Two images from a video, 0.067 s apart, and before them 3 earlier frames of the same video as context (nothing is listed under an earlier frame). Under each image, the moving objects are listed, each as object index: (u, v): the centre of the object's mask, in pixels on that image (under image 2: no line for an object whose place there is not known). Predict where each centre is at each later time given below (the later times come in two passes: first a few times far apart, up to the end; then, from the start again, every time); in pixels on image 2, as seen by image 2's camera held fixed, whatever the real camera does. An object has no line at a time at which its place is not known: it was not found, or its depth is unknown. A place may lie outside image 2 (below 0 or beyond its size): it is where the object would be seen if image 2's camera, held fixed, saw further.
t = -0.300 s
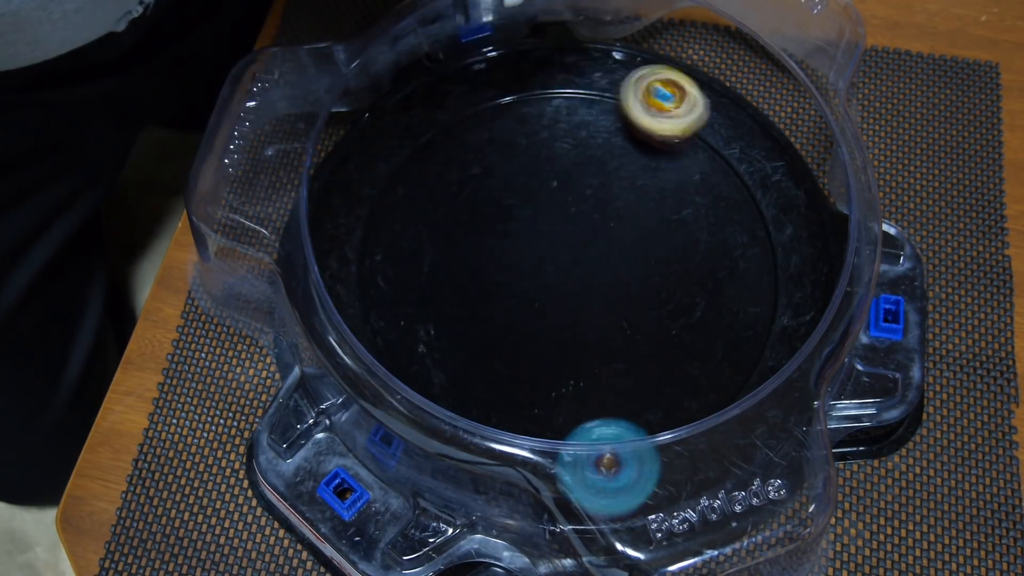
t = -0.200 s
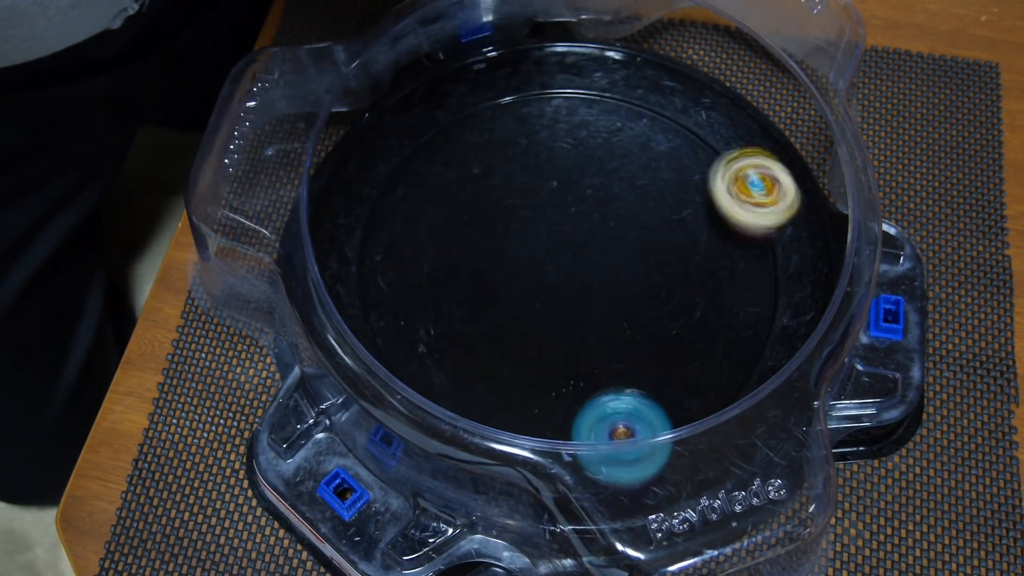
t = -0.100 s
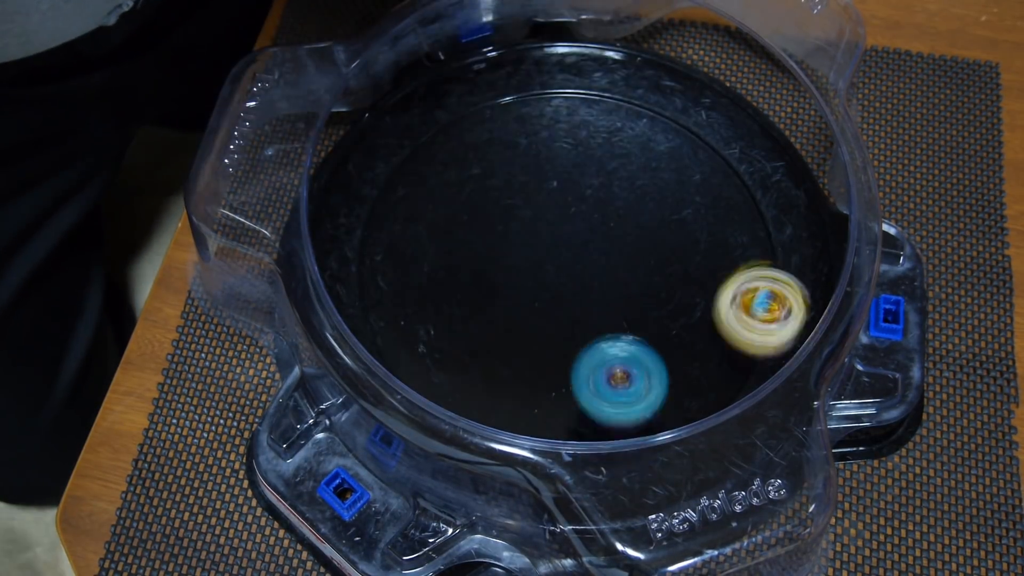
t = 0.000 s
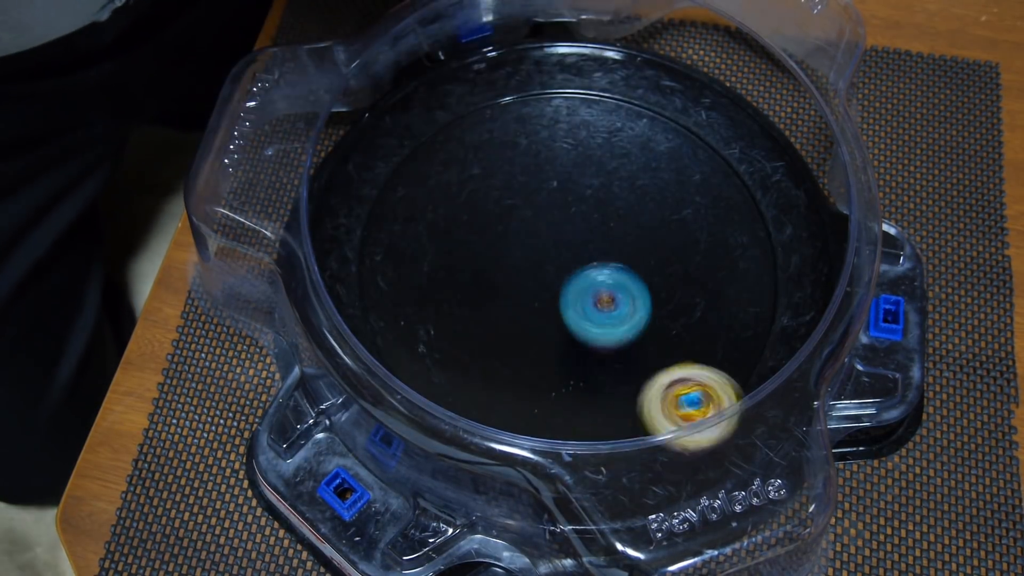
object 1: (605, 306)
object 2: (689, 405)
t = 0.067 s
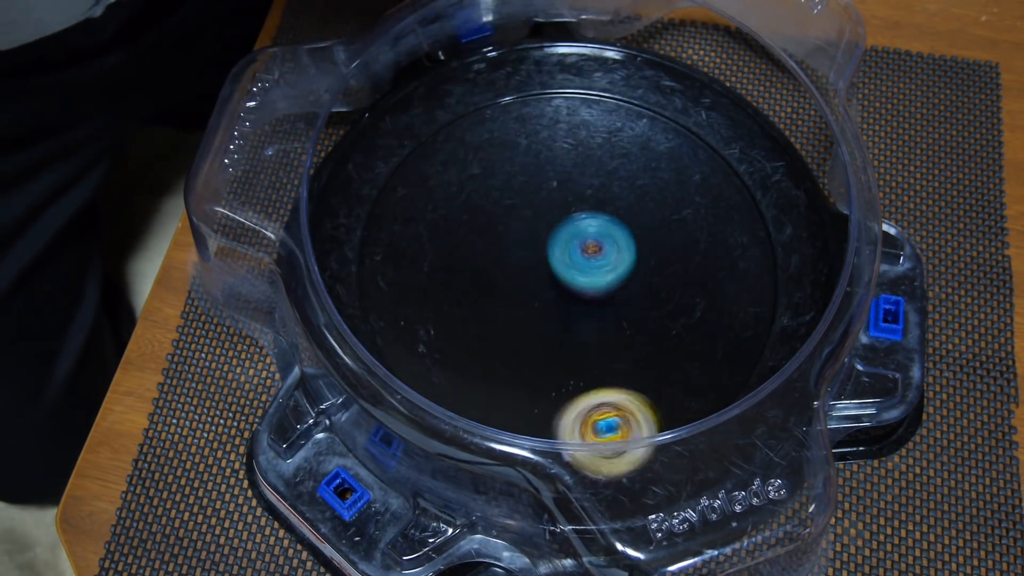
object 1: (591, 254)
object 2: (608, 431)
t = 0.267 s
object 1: (528, 153)
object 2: (439, 339)
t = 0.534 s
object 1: (503, 105)
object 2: (504, 212)
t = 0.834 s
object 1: (578, 212)
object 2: (681, 256)
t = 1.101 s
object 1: (576, 275)
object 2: (639, 401)
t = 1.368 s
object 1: (554, 187)
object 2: (476, 322)
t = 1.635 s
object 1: (605, 139)
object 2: (490, 207)
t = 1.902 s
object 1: (717, 146)
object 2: (551, 232)
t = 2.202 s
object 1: (603, 313)
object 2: (461, 269)
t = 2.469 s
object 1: (489, 334)
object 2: (559, 219)
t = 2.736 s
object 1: (565, 218)
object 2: (676, 326)
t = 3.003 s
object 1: (626, 162)
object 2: (620, 411)
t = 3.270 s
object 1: (640, 206)
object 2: (532, 290)
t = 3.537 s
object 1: (663, 272)
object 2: (580, 155)
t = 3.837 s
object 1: (617, 301)
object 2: (694, 189)
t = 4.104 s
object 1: (465, 373)
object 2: (653, 270)
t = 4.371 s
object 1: (463, 345)
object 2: (547, 214)
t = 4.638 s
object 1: (632, 233)
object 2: (599, 151)
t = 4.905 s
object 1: (654, 308)
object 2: (592, 190)
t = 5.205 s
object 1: (599, 313)
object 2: (501, 167)
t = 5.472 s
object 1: (590, 286)
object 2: (543, 217)
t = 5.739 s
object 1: (636, 328)
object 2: (487, 286)
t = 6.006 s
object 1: (591, 272)
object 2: (468, 273)
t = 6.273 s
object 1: (634, 209)
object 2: (528, 290)
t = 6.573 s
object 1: (593, 233)
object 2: (576, 339)
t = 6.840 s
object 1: (602, 195)
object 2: (549, 389)
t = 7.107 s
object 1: (584, 216)
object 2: (514, 319)
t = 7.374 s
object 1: (661, 160)
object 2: (505, 288)
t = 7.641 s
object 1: (637, 203)
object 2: (601, 280)
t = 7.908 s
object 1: (614, 246)
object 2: (604, 335)
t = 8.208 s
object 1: (601, 194)
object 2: (511, 320)
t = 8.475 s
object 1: (611, 179)
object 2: (529, 266)
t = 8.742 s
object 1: (617, 196)
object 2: (572, 285)
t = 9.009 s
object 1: (619, 227)
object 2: (574, 313)
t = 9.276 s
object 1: (653, 202)
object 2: (492, 315)
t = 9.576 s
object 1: (615, 237)
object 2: (513, 236)
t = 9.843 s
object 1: (636, 275)
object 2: (575, 213)
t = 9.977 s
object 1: (630, 302)
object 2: (585, 228)
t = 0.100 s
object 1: (582, 230)
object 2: (570, 432)
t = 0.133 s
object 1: (572, 209)
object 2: (532, 425)
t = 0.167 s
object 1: (562, 190)
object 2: (499, 412)
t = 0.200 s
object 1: (551, 174)
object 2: (474, 388)
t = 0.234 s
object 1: (540, 162)
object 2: (452, 367)
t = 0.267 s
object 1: (528, 153)
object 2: (439, 339)
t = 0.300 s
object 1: (517, 149)
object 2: (433, 308)
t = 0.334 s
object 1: (505, 147)
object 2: (434, 278)
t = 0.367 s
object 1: (494, 149)
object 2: (442, 250)
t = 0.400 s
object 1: (484, 152)
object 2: (453, 226)
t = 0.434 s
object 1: (485, 139)
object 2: (462, 221)
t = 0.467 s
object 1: (489, 123)
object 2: (472, 220)
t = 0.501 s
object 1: (496, 110)
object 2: (487, 216)
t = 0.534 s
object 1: (503, 105)
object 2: (504, 212)
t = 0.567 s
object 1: (511, 103)
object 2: (525, 206)
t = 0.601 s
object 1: (519, 104)
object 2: (548, 202)
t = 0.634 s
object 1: (528, 111)
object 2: (573, 199)
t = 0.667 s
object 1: (537, 123)
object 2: (595, 201)
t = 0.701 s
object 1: (546, 137)
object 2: (619, 206)
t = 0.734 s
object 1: (555, 154)
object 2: (638, 213)
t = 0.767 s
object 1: (563, 173)
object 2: (656, 225)
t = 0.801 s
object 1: (571, 193)
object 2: (669, 238)
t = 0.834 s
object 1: (578, 212)
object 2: (681, 256)
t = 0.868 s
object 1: (584, 231)
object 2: (687, 274)
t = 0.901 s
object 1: (589, 250)
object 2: (690, 293)
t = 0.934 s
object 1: (594, 267)
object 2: (686, 312)
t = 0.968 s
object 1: (598, 281)
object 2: (679, 331)
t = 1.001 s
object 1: (598, 289)
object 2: (670, 350)
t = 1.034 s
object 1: (589, 286)
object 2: (667, 373)
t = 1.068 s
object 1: (582, 282)
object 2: (655, 390)
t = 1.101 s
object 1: (576, 275)
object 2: (639, 401)
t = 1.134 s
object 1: (571, 266)
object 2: (619, 406)
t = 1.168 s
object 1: (569, 257)
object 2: (594, 409)
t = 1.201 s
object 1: (566, 246)
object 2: (567, 407)
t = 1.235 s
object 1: (565, 233)
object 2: (540, 400)
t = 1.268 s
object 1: (562, 219)
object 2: (516, 388)
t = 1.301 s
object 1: (559, 208)
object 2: (497, 369)
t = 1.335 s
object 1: (557, 197)
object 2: (485, 347)
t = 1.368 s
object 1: (554, 187)
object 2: (476, 322)
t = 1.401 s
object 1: (550, 179)
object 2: (474, 297)
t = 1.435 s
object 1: (546, 174)
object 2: (478, 275)
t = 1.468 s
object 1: (542, 170)
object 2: (484, 252)
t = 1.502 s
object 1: (541, 168)
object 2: (492, 234)
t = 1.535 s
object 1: (559, 156)
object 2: (485, 228)
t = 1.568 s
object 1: (577, 147)
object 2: (481, 222)
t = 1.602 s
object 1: (593, 142)
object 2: (483, 215)
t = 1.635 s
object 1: (605, 139)
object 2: (490, 207)
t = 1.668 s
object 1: (614, 139)
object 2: (500, 199)
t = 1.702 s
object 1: (621, 140)
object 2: (515, 189)
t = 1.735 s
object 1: (625, 144)
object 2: (533, 183)
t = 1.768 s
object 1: (633, 148)
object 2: (550, 182)
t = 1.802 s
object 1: (661, 144)
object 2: (548, 191)
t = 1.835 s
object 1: (684, 142)
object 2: (551, 204)
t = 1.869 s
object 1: (703, 143)
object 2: (552, 218)
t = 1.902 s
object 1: (717, 146)
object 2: (551, 232)
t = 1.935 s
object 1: (723, 157)
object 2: (547, 246)
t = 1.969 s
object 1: (720, 176)
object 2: (539, 260)
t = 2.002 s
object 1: (712, 193)
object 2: (530, 270)
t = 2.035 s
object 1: (700, 214)
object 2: (518, 278)
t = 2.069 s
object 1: (686, 236)
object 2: (507, 283)
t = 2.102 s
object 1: (668, 257)
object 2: (494, 285)
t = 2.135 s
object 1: (648, 277)
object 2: (482, 283)
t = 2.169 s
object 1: (625, 298)
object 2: (470, 278)
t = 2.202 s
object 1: (603, 313)
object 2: (461, 269)
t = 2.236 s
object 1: (581, 328)
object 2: (456, 257)
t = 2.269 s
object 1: (559, 334)
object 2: (457, 245)
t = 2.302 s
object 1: (537, 348)
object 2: (465, 232)
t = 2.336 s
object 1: (521, 350)
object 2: (479, 222)
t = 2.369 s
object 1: (507, 353)
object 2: (496, 215)
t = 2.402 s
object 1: (497, 348)
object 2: (516, 213)
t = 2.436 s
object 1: (492, 342)
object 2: (539, 215)
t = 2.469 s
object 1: (489, 334)
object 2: (559, 219)
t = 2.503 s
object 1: (492, 322)
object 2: (578, 227)
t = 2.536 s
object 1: (498, 311)
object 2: (596, 236)
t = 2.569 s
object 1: (508, 298)
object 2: (610, 248)
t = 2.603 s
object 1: (522, 284)
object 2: (621, 260)
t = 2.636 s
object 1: (539, 268)
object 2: (631, 275)
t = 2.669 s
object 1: (551, 251)
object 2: (645, 292)
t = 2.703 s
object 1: (557, 234)
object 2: (663, 309)
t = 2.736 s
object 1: (565, 218)
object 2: (676, 326)
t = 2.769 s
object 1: (574, 204)
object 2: (684, 344)
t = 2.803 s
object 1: (583, 192)
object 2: (688, 360)
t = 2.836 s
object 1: (591, 182)
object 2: (686, 374)
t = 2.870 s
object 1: (599, 174)
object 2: (679, 385)
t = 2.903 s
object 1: (606, 169)
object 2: (669, 395)
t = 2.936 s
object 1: (614, 165)
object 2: (655, 403)
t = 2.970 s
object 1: (620, 163)
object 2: (638, 408)
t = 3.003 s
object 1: (626, 162)
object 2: (620, 411)
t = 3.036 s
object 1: (631, 163)
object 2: (600, 410)
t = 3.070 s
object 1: (634, 166)
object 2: (581, 406)
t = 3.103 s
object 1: (636, 171)
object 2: (563, 396)
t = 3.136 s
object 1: (638, 176)
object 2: (549, 378)
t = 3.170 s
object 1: (640, 182)
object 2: (539, 357)
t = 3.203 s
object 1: (641, 189)
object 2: (533, 336)
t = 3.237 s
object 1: (641, 197)
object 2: (530, 313)
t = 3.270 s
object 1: (640, 206)
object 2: (532, 290)
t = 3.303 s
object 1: (639, 215)
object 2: (536, 268)
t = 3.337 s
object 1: (638, 224)
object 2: (544, 247)
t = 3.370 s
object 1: (642, 234)
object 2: (549, 227)
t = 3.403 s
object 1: (651, 243)
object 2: (549, 208)
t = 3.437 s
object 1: (658, 251)
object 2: (553, 191)
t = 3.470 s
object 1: (662, 260)
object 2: (560, 177)
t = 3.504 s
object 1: (664, 265)
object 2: (568, 165)
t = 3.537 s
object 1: (663, 272)
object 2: (580, 155)
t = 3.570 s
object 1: (662, 278)
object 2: (594, 147)
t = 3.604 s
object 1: (659, 282)
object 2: (609, 141)
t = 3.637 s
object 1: (656, 287)
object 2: (624, 138)
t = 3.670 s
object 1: (651, 291)
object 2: (639, 138)
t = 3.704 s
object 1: (645, 294)
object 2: (654, 140)
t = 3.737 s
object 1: (639, 297)
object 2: (669, 146)
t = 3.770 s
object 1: (632, 297)
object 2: (681, 156)
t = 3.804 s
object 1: (625, 300)
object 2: (690, 171)
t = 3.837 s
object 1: (617, 301)
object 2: (694, 189)
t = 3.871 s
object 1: (610, 304)
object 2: (693, 208)
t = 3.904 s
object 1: (603, 307)
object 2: (686, 228)
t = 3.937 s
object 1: (598, 310)
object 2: (675, 247)
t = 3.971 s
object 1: (585, 317)
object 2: (665, 260)
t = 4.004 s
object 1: (552, 335)
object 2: (672, 260)
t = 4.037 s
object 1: (520, 350)
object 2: (670, 262)
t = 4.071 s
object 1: (491, 364)
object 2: (665, 266)
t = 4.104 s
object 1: (465, 373)
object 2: (653, 270)
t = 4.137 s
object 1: (442, 379)
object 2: (638, 273)
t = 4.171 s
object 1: (425, 384)
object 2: (619, 272)
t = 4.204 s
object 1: (415, 382)
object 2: (602, 268)
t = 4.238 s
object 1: (413, 379)
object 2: (586, 260)
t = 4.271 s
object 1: (416, 374)
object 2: (572, 251)
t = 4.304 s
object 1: (429, 366)
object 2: (561, 239)
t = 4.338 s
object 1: (444, 358)
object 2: (551, 227)
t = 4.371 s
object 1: (463, 345)
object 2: (547, 214)
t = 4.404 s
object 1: (486, 332)
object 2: (543, 200)
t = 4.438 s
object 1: (510, 317)
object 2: (544, 188)
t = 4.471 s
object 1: (535, 301)
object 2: (546, 175)
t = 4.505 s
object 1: (558, 286)
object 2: (552, 165)
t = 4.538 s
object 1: (581, 271)
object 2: (560, 156)
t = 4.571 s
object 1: (600, 258)
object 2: (571, 151)
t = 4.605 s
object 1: (618, 244)
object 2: (585, 148)
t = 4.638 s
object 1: (632, 233)
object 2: (599, 151)
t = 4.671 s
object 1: (645, 229)
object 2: (610, 153)
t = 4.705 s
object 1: (658, 235)
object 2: (616, 151)
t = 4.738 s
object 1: (665, 240)
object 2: (623, 157)
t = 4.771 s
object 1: (667, 245)
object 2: (628, 166)
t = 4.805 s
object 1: (664, 252)
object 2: (627, 179)
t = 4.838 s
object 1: (662, 273)
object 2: (619, 184)
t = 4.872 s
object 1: (660, 292)
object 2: (606, 187)
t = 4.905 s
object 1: (654, 308)
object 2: (592, 190)
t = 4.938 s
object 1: (647, 320)
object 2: (579, 192)
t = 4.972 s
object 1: (639, 329)
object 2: (564, 192)
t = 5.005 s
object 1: (630, 334)
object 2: (551, 192)
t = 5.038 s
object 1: (622, 334)
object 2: (539, 189)
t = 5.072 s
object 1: (614, 333)
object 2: (527, 186)
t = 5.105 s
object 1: (608, 330)
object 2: (518, 183)
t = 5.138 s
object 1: (605, 325)
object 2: (509, 177)
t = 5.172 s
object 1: (601, 319)
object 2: (503, 172)
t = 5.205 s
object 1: (599, 313)
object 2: (501, 167)
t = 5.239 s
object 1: (598, 307)
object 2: (500, 162)
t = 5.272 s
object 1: (595, 301)
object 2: (503, 159)
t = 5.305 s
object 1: (594, 297)
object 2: (511, 160)
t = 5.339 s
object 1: (593, 291)
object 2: (518, 165)
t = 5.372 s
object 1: (592, 288)
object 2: (527, 174)
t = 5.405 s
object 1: (591, 285)
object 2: (535, 187)
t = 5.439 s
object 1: (591, 284)
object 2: (540, 202)
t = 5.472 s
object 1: (590, 286)
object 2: (543, 217)
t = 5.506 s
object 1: (603, 300)
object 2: (536, 223)
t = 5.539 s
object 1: (615, 313)
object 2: (529, 231)
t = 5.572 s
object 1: (625, 322)
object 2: (523, 240)
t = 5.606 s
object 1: (632, 328)
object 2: (517, 253)
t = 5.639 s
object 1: (635, 332)
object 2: (511, 262)
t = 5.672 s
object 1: (637, 332)
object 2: (502, 271)
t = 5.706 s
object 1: (637, 330)
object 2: (495, 279)
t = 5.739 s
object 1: (636, 328)
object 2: (487, 286)
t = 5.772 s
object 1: (632, 322)
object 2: (479, 291)
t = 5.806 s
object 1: (628, 316)
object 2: (470, 294)
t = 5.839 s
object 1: (624, 310)
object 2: (463, 295)
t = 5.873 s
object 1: (617, 302)
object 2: (457, 294)
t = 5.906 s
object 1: (611, 295)
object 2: (453, 290)
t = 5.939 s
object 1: (605, 287)
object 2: (453, 284)
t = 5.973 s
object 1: (598, 280)
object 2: (458, 278)
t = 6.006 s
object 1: (591, 272)
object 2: (468, 273)
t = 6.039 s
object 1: (586, 266)
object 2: (480, 269)
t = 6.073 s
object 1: (586, 259)
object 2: (492, 267)
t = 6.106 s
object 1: (604, 246)
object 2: (491, 269)
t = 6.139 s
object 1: (618, 235)
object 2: (495, 272)
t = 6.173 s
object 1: (629, 227)
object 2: (501, 276)
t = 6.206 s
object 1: (635, 220)
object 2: (509, 280)
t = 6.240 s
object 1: (636, 213)
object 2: (518, 284)
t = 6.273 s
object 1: (634, 209)
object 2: (528, 290)
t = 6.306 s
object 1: (629, 207)
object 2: (537, 296)
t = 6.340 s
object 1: (623, 206)
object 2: (545, 302)
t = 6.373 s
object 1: (617, 206)
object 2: (552, 310)
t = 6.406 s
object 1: (611, 209)
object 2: (558, 316)
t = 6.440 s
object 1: (606, 213)
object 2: (564, 323)
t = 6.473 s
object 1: (601, 217)
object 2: (569, 330)
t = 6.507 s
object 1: (598, 222)
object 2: (573, 335)
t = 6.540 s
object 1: (596, 227)
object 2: (575, 337)
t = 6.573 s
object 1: (593, 233)
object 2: (576, 339)
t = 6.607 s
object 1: (591, 239)
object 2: (577, 339)
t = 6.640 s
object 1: (591, 245)
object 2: (578, 338)
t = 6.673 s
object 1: (590, 250)
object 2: (579, 335)
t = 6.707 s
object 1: (590, 247)
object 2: (579, 340)
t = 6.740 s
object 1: (595, 229)
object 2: (573, 359)
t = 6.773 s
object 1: (598, 214)
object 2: (566, 373)
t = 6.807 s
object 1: (601, 202)
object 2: (559, 382)
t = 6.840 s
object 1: (602, 195)
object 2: (549, 389)
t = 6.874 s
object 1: (601, 191)
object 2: (540, 392)
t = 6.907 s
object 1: (599, 189)
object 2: (530, 392)
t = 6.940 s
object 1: (597, 190)
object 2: (520, 388)
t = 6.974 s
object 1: (595, 193)
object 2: (511, 379)
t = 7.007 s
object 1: (593, 198)
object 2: (505, 366)
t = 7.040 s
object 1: (590, 204)
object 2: (504, 351)
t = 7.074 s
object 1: (587, 211)
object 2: (508, 335)
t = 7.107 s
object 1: (584, 216)
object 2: (514, 319)
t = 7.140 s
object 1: (583, 223)
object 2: (523, 304)
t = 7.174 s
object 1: (584, 227)
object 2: (531, 294)
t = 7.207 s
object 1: (605, 209)
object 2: (521, 300)
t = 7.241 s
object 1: (626, 191)
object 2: (512, 305)
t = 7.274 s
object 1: (642, 177)
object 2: (506, 304)
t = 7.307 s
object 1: (653, 167)
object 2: (503, 301)
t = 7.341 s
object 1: (659, 162)
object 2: (502, 296)
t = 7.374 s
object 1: (661, 160)
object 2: (505, 288)
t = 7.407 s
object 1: (660, 161)
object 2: (511, 281)
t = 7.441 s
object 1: (657, 163)
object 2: (522, 275)
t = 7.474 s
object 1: (654, 168)
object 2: (535, 270)
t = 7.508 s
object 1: (651, 174)
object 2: (549, 268)
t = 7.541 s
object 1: (646, 181)
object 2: (563, 268)
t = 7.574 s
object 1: (642, 189)
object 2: (576, 270)
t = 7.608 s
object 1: (637, 198)
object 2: (590, 273)
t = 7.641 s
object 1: (637, 203)
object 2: (601, 280)
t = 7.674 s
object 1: (637, 205)
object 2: (610, 289)
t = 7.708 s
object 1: (635, 209)
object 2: (617, 297)
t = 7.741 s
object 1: (632, 213)
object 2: (622, 305)
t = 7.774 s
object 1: (629, 219)
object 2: (624, 313)
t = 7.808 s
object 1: (626, 225)
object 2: (624, 321)
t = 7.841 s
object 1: (622, 232)
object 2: (620, 329)
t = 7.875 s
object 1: (618, 239)
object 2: (613, 334)
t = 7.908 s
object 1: (614, 246)
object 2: (604, 335)
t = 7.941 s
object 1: (609, 251)
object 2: (594, 332)
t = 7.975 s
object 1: (607, 251)
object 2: (583, 331)
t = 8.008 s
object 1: (604, 251)
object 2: (573, 329)
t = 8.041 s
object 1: (607, 234)
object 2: (559, 337)
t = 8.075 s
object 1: (609, 219)
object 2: (547, 341)
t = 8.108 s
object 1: (609, 208)
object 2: (535, 341)
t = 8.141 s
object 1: (608, 201)
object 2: (525, 337)
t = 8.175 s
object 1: (605, 196)
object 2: (517, 330)
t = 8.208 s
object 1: (601, 194)
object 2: (511, 320)
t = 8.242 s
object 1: (597, 194)
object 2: (508, 309)
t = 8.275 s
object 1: (593, 195)
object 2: (509, 297)
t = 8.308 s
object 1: (589, 197)
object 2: (513, 284)
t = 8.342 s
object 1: (585, 200)
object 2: (520, 271)
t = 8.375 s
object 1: (583, 202)
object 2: (528, 262)
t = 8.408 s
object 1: (594, 193)
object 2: (526, 264)
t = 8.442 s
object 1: (604, 185)
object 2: (527, 265)
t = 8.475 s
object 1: (611, 179)
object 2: (529, 266)
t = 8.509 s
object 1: (615, 175)
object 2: (533, 267)
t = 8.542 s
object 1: (617, 175)
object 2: (537, 268)
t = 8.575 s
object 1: (617, 176)
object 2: (542, 270)
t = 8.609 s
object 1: (618, 178)
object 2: (548, 271)
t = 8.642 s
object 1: (618, 181)
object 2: (554, 274)
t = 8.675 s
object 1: (618, 186)
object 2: (560, 277)
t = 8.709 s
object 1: (617, 191)
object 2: (566, 281)
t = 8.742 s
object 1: (617, 196)
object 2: (572, 285)
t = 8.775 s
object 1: (617, 202)
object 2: (576, 289)
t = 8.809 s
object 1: (616, 208)
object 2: (580, 292)
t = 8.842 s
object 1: (615, 215)
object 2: (583, 295)
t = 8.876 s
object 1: (616, 220)
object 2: (584, 299)
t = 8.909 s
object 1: (618, 220)
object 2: (583, 306)
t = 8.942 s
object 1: (619, 222)
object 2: (580, 310)
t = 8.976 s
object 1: (620, 224)
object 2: (577, 313)
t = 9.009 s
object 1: (619, 227)
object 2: (574, 313)
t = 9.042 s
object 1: (618, 230)
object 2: (571, 312)
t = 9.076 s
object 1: (617, 234)
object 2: (567, 308)
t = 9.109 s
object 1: (616, 237)
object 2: (564, 305)
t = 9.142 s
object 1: (629, 226)
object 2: (546, 314)
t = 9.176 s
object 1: (641, 215)
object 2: (529, 319)
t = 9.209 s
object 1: (649, 207)
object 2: (514, 320)
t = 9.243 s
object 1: (652, 204)
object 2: (501, 319)
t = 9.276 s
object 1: (653, 202)
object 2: (492, 315)
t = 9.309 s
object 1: (651, 203)
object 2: (484, 310)
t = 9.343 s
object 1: (648, 205)
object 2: (476, 302)
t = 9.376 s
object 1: (644, 209)
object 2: (471, 292)
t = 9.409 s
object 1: (639, 213)
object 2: (470, 281)
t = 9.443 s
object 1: (636, 218)
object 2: (473, 270)
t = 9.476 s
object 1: (631, 222)
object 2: (479, 260)
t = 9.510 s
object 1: (626, 227)
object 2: (489, 251)
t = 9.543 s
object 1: (621, 232)
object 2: (501, 242)
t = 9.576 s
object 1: (615, 237)
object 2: (513, 236)
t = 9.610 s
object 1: (614, 242)
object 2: (524, 231)
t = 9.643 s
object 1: (625, 248)
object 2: (527, 226)
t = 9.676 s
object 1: (631, 251)
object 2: (534, 222)
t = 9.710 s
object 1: (632, 254)
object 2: (542, 219)
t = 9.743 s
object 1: (631, 258)
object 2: (553, 217)
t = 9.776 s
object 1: (634, 264)
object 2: (560, 215)
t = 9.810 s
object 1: (634, 269)
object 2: (568, 214)
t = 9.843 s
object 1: (636, 275)
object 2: (575, 213)
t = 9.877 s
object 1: (636, 281)
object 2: (581, 215)
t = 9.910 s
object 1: (634, 286)
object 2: (584, 219)
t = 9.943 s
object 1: (633, 295)
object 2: (585, 223)
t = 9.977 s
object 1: (630, 302)
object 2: (585, 228)
